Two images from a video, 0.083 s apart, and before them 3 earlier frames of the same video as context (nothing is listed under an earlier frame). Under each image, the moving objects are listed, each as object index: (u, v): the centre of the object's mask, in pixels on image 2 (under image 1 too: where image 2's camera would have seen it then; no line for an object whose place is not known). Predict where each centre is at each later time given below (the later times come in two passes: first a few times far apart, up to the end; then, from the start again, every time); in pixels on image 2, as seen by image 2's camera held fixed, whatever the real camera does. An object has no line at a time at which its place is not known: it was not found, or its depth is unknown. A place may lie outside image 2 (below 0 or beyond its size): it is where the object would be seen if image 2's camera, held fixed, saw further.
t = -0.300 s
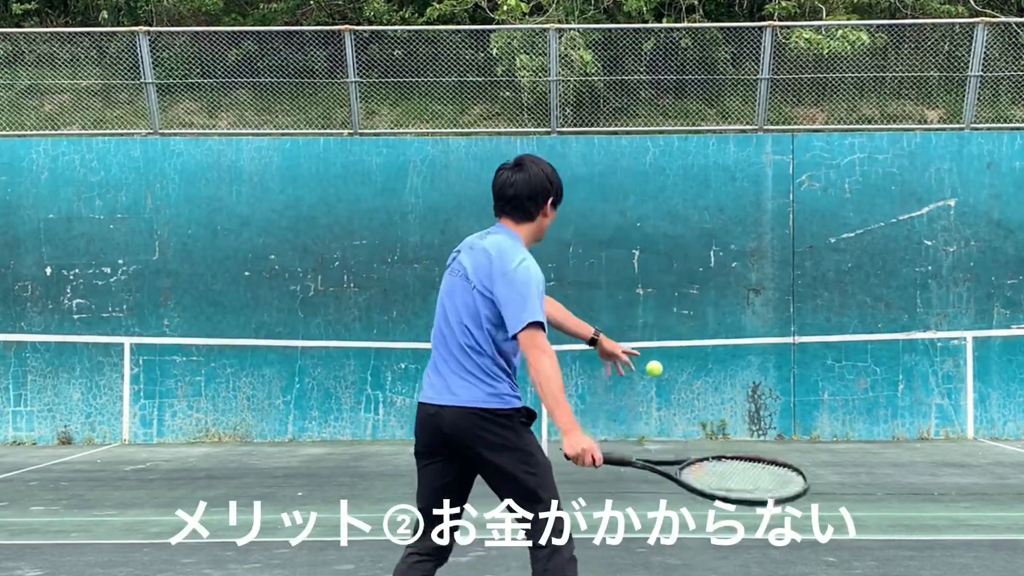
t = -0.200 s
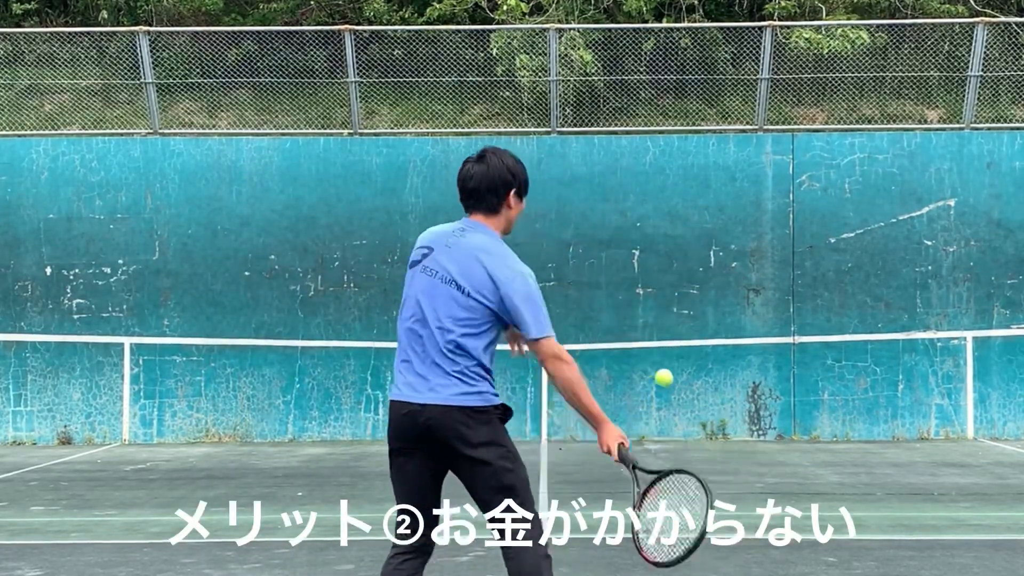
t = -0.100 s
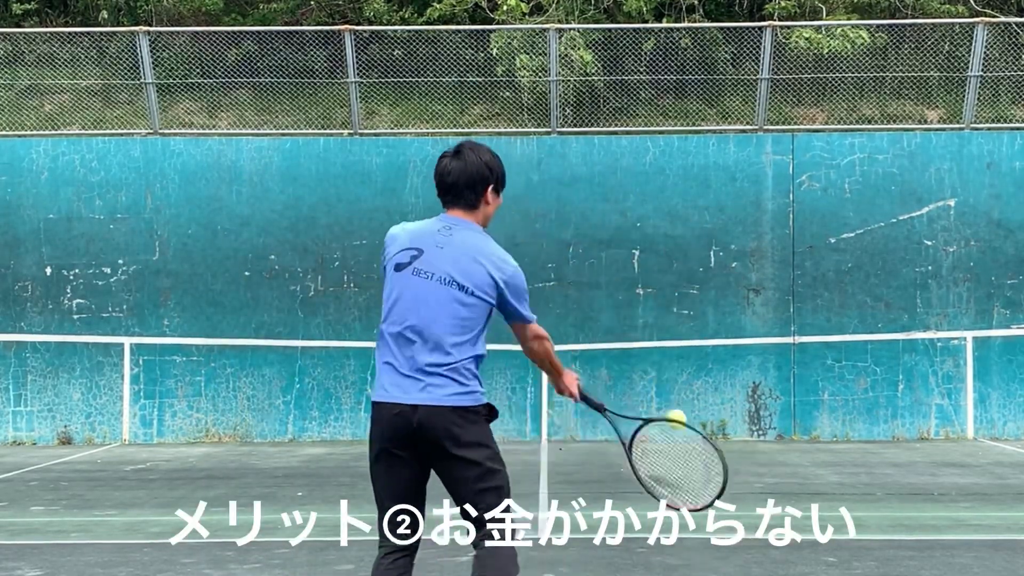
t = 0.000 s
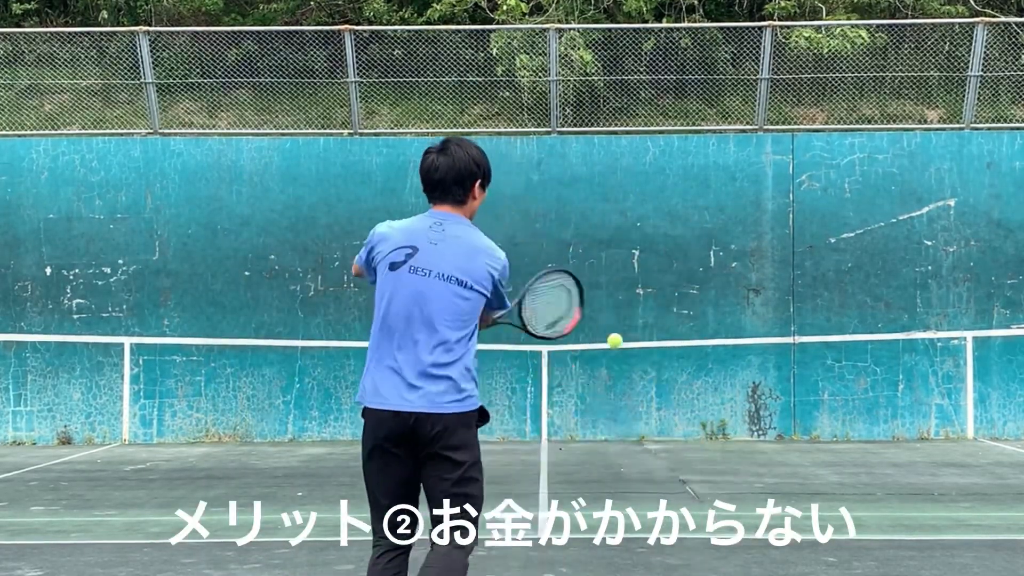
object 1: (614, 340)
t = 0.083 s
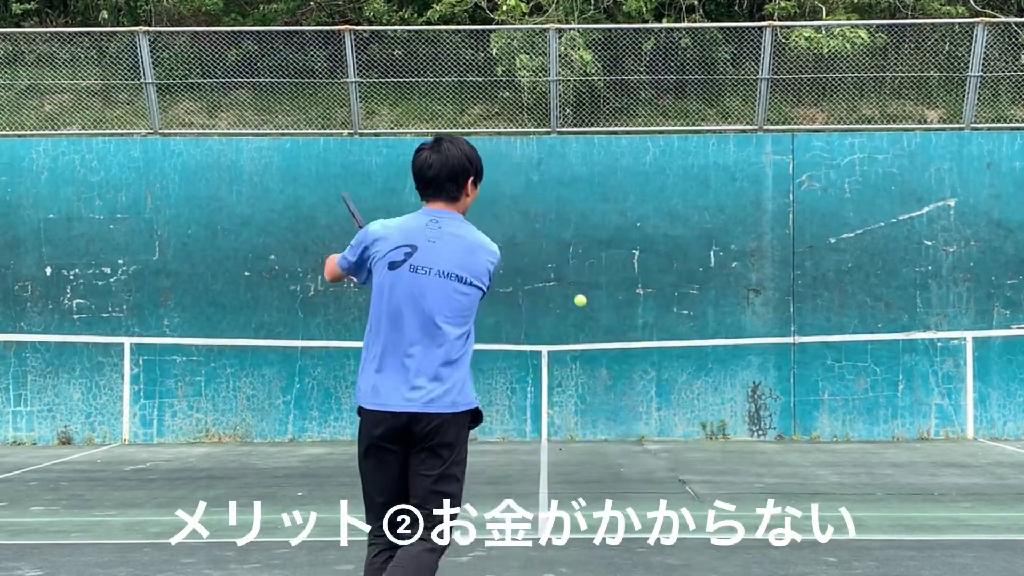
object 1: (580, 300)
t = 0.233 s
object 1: (547, 283)
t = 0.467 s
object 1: (531, 295)
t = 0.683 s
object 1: (524, 346)
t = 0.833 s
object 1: (519, 444)
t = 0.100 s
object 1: (575, 296)
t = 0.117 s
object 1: (570, 292)
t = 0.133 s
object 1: (566, 289)
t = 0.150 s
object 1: (562, 287)
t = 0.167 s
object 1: (559, 285)
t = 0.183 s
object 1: (556, 284)
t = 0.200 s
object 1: (552, 283)
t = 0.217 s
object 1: (550, 283)
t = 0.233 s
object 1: (547, 283)
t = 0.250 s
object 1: (545, 284)
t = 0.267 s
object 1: (543, 284)
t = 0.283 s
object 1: (541, 285)
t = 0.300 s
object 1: (539, 287)
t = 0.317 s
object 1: (537, 288)
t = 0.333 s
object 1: (536, 290)
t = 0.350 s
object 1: (535, 292)
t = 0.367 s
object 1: (533, 294)
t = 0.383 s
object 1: (533, 293)
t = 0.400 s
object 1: (532, 293)
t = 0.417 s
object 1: (532, 293)
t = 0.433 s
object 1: (532, 293)
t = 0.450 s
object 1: (531, 294)
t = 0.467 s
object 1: (531, 295)
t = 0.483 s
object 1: (530, 297)
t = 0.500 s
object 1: (530, 298)
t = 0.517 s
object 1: (529, 301)
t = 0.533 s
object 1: (529, 303)
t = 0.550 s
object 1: (528, 306)
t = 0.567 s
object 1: (528, 309)
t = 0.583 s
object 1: (527, 313)
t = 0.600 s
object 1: (527, 317)
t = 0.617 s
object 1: (526, 322)
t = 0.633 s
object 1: (526, 327)
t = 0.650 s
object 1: (525, 333)
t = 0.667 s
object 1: (525, 339)
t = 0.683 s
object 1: (524, 346)
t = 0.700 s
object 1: (524, 354)
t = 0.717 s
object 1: (523, 362)
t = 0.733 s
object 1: (523, 371)
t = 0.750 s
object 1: (522, 381)
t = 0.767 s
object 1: (521, 392)
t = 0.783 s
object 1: (521, 403)
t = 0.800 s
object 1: (520, 415)
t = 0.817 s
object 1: (519, 429)
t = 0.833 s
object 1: (519, 444)
